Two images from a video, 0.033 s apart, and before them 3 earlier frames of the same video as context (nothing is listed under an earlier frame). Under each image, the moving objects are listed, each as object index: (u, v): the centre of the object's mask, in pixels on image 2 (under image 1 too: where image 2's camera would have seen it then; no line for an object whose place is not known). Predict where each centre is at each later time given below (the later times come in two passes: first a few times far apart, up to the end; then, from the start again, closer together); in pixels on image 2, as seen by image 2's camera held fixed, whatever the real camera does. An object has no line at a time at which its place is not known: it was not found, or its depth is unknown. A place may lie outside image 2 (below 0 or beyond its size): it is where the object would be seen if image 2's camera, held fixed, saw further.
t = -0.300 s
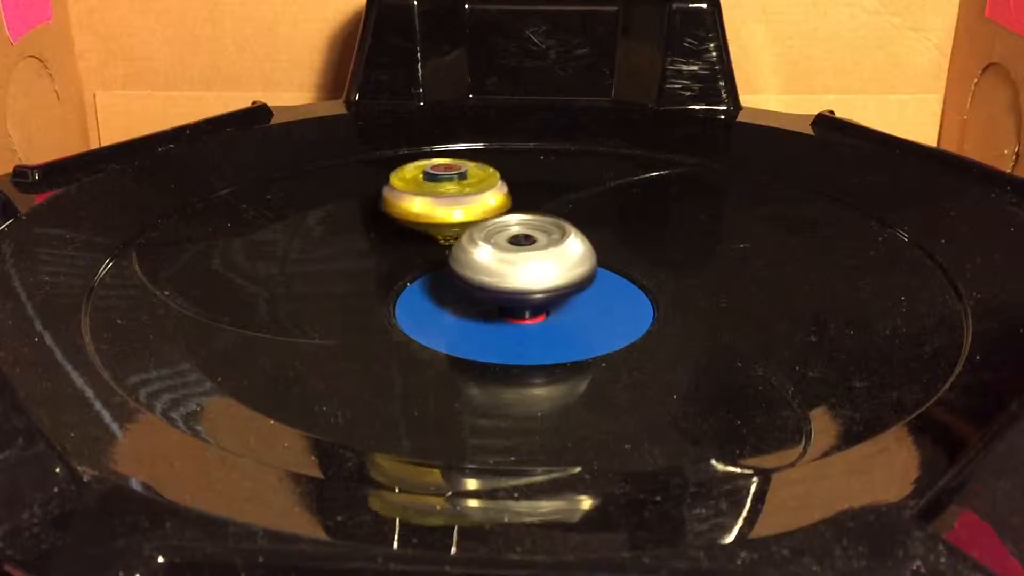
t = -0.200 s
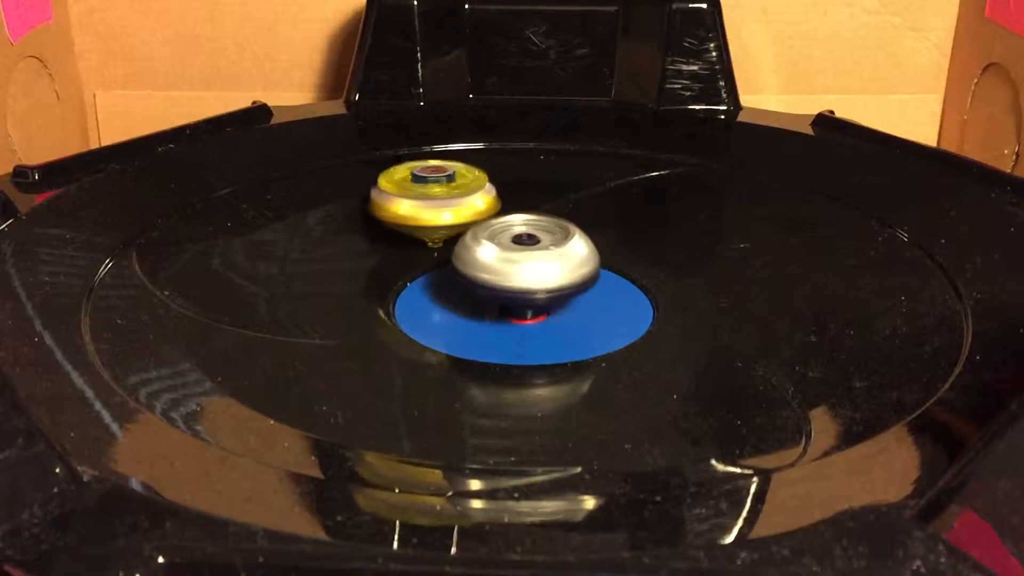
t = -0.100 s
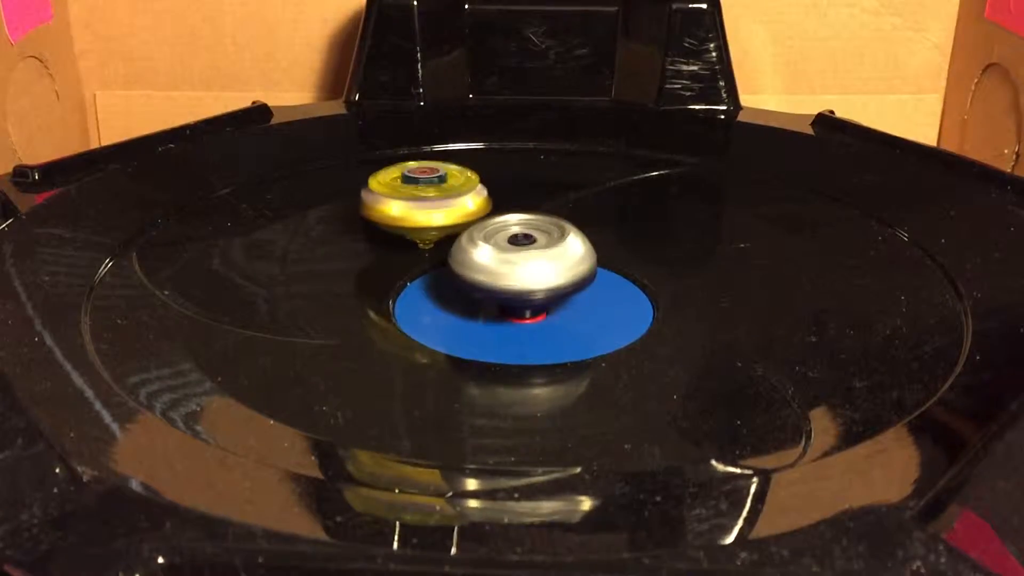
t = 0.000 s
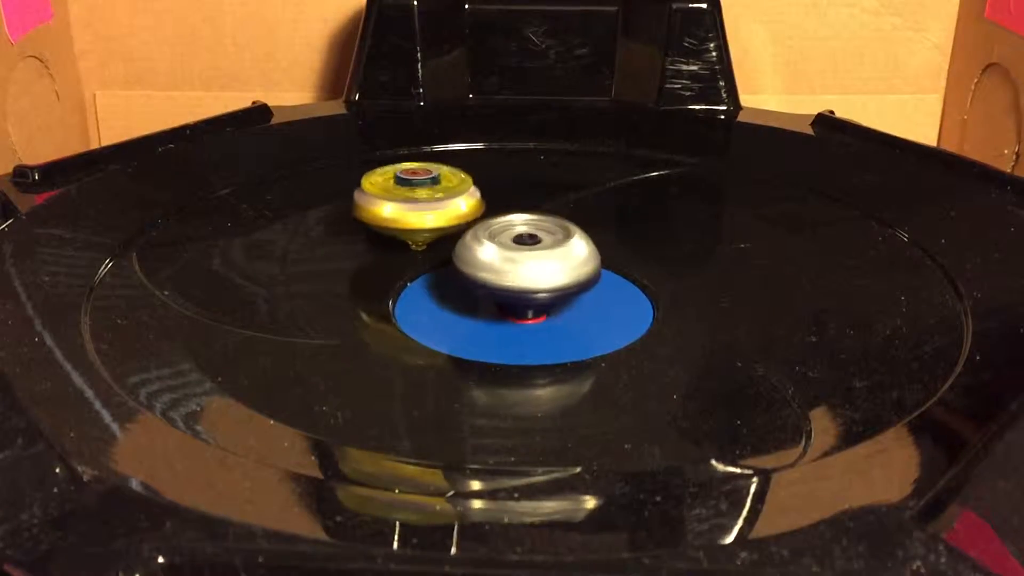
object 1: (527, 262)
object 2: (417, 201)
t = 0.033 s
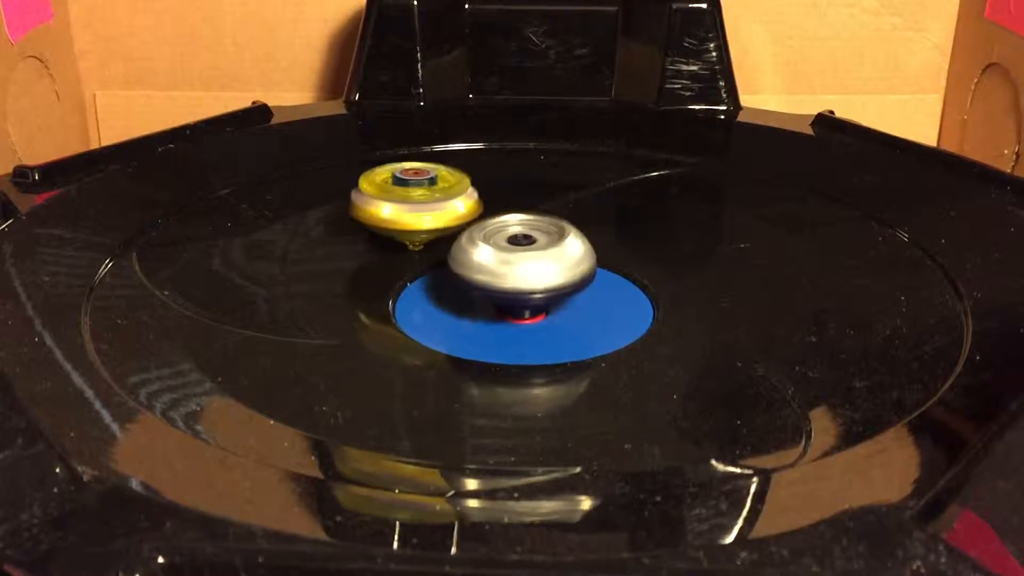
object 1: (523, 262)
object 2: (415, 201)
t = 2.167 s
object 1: (525, 261)
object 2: (369, 252)
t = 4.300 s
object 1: (531, 259)
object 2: (419, 304)
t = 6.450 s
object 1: (521, 247)
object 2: (556, 321)
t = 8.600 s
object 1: (518, 258)
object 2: (696, 234)
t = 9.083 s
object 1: (523, 261)
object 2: (770, 217)
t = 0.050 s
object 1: (525, 262)
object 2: (414, 202)
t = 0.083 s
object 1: (526, 262)
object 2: (412, 202)
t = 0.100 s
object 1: (524, 262)
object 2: (411, 202)
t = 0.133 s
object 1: (527, 262)
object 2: (410, 202)
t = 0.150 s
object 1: (525, 263)
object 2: (409, 202)
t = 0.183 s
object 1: (525, 261)
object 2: (408, 202)
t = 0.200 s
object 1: (526, 262)
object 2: (408, 203)
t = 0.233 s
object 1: (524, 262)
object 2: (407, 203)
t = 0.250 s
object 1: (524, 261)
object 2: (406, 203)
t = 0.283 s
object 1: (525, 263)
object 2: (405, 204)
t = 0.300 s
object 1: (524, 262)
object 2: (405, 204)
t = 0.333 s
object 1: (526, 262)
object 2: (404, 204)
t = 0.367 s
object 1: (523, 262)
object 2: (403, 204)
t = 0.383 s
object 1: (523, 261)
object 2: (403, 204)
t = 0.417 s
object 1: (527, 262)
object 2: (402, 205)
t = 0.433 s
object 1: (525, 262)
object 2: (402, 205)
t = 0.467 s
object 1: (526, 261)
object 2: (402, 205)
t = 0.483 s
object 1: (527, 262)
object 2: (402, 205)
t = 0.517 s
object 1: (524, 261)
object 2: (401, 206)
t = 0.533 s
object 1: (525, 261)
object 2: (401, 206)
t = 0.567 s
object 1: (526, 262)
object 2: (400, 207)
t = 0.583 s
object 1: (524, 261)
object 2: (400, 207)
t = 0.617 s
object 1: (527, 262)
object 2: (400, 208)
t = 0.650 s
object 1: (524, 262)
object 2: (399, 208)
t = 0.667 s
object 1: (525, 261)
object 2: (399, 209)
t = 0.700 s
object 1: (526, 262)
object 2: (399, 209)
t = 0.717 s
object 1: (523, 262)
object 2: (399, 209)
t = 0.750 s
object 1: (528, 261)
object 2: (398, 210)
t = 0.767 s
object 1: (527, 262)
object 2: (399, 211)
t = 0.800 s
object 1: (525, 261)
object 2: (398, 211)
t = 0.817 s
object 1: (528, 261)
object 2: (398, 212)
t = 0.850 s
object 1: (524, 262)
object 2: (398, 213)
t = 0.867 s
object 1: (525, 261)
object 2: (398, 213)
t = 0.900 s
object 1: (527, 262)
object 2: (397, 214)
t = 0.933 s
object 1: (524, 261)
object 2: (396, 216)
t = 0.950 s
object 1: (528, 261)
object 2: (396, 216)
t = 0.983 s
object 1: (524, 261)
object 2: (395, 217)
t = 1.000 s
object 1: (526, 261)
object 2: (395, 218)
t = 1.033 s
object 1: (526, 262)
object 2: (394, 220)
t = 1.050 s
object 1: (524, 262)
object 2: (393, 221)
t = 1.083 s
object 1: (527, 261)
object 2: (392, 222)
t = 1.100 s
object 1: (526, 262)
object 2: (392, 223)
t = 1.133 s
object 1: (525, 261)
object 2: (390, 225)
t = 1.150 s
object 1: (527, 261)
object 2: (390, 226)
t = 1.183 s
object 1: (524, 262)
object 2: (389, 227)
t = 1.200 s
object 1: (525, 261)
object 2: (388, 228)
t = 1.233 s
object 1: (526, 262)
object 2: (387, 230)
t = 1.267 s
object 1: (526, 261)
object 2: (381, 229)
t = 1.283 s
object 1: (528, 261)
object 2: (373, 230)
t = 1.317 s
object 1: (525, 262)
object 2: (360, 230)
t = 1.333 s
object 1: (524, 261)
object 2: (354, 231)
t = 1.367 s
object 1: (528, 262)
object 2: (346, 232)
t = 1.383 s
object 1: (525, 262)
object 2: (342, 233)
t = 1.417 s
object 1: (527, 261)
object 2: (337, 233)
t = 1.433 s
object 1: (527, 262)
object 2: (335, 234)
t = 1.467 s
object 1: (525, 261)
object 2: (332, 234)
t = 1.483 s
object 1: (527, 261)
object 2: (331, 234)
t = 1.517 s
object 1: (525, 262)
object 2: (329, 235)
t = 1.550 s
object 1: (526, 260)
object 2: (328, 235)
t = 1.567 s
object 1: (528, 262)
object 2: (327, 235)
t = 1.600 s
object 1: (524, 261)
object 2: (326, 235)
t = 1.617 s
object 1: (526, 260)
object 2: (325, 236)
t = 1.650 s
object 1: (526, 262)
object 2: (325, 236)
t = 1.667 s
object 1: (524, 261)
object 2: (325, 236)
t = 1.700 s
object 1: (527, 261)
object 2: (325, 236)
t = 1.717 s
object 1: (527, 262)
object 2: (325, 237)
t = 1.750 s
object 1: (524, 261)
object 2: (325, 236)
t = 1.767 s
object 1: (527, 261)
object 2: (326, 236)
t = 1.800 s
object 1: (525, 262)
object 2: (326, 236)
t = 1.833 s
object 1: (525, 261)
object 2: (327, 237)
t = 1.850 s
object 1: (527, 262)
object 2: (328, 238)
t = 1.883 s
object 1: (523, 261)
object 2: (330, 238)
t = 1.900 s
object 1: (525, 261)
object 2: (331, 239)
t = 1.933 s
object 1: (525, 262)
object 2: (333, 239)
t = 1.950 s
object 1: (524, 262)
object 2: (334, 240)
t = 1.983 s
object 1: (527, 262)
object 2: (336, 241)
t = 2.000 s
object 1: (526, 263)
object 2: (338, 242)
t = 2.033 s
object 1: (524, 261)
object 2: (342, 243)
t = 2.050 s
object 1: (527, 262)
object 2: (345, 244)
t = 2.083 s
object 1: (523, 262)
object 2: (350, 246)
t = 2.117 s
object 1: (527, 261)
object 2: (358, 248)
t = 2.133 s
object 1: (527, 262)
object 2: (361, 250)
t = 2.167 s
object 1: (525, 261)
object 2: (369, 252)
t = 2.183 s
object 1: (530, 262)
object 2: (359, 253)
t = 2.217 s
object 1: (524, 261)
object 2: (345, 254)
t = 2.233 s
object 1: (527, 260)
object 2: (342, 255)
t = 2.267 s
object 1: (525, 262)
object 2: (341, 257)
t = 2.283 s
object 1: (524, 261)
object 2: (341, 257)
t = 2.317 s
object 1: (528, 262)
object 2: (340, 258)
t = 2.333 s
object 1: (525, 263)
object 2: (340, 259)
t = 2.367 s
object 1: (525, 261)
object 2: (340, 259)
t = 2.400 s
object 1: (525, 263)
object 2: (340, 260)
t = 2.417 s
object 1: (523, 262)
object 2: (340, 261)
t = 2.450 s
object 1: (527, 262)
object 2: (341, 262)
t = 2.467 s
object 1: (526, 263)
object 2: (341, 262)
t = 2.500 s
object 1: (524, 261)
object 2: (341, 263)
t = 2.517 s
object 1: (526, 261)
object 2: (342, 263)
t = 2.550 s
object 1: (524, 262)
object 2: (342, 263)
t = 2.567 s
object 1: (524, 261)
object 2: (343, 264)
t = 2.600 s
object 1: (528, 262)
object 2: (344, 264)
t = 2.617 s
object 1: (525, 262)
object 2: (345, 265)
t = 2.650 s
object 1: (526, 261)
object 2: (346, 265)
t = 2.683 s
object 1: (526, 262)
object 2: (348, 266)
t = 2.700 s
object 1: (524, 261)
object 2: (349, 266)
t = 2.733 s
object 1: (528, 262)
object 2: (351, 267)
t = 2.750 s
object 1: (526, 262)
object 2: (351, 267)
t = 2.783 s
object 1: (525, 261)
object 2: (354, 268)
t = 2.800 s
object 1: (527, 261)
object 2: (354, 268)
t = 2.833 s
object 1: (524, 262)
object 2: (357, 269)
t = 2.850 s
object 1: (524, 261)
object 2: (358, 269)
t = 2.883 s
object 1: (527, 262)
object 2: (360, 270)
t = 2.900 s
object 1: (525, 262)
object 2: (361, 270)
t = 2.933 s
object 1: (525, 261)
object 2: (364, 271)
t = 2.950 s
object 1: (527, 262)
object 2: (367, 272)
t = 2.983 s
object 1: (524, 261)
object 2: (371, 272)
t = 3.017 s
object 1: (527, 262)
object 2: (376, 274)
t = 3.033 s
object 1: (527, 263)
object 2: (378, 274)
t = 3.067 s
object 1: (528, 261)
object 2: (375, 275)
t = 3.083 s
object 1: (529, 262)
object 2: (362, 278)
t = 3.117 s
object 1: (524, 261)
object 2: (345, 282)
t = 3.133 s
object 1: (527, 261)
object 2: (341, 283)
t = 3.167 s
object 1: (524, 262)
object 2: (334, 287)
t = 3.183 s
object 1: (524, 261)
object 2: (333, 287)
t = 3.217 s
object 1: (527, 262)
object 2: (332, 288)
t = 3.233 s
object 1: (524, 262)
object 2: (332, 288)
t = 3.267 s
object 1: (526, 261)
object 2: (331, 289)
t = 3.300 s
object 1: (526, 262)
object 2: (330, 290)
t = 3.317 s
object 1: (524, 262)
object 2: (331, 290)
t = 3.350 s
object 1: (526, 261)
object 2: (331, 290)
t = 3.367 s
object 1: (527, 262)
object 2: (331, 290)
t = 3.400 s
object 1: (524, 261)
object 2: (331, 291)
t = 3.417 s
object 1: (525, 260)
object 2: (331, 290)
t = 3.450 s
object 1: (526, 262)
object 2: (332, 290)
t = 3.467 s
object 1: (524, 262)
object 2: (333, 291)
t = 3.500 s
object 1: (527, 262)
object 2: (334, 290)
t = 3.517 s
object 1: (527, 262)
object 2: (335, 290)
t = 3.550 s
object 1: (524, 261)
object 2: (337, 290)
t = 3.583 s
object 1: (527, 262)
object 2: (341, 290)
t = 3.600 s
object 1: (525, 262)
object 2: (342, 290)
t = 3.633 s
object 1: (527, 261)
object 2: (346, 290)
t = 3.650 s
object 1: (528, 262)
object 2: (350, 290)
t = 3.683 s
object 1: (524, 262)
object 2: (356, 290)
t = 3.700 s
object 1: (525, 261)
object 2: (361, 289)
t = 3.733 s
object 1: (526, 262)
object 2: (372, 289)
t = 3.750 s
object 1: (524, 262)
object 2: (379, 289)
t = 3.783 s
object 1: (529, 261)
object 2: (394, 288)
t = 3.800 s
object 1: (530, 262)
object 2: (399, 288)
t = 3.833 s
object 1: (529, 262)
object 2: (394, 291)
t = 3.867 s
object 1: (527, 261)
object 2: (395, 291)
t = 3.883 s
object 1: (528, 261)
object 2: (397, 292)
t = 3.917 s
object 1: (530, 262)
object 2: (400, 292)
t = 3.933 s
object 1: (529, 262)
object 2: (401, 292)
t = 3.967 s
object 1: (529, 260)
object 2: (404, 293)
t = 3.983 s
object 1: (530, 261)
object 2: (405, 293)
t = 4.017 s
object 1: (530, 262)
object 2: (408, 294)
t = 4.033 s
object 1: (529, 260)
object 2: (409, 294)
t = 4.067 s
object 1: (532, 262)
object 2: (412, 295)
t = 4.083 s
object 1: (531, 261)
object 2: (414, 295)
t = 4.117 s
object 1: (532, 259)
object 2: (417, 295)
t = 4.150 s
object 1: (533, 261)
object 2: (417, 297)
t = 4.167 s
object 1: (532, 260)
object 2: (416, 299)
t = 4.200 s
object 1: (531, 259)
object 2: (416, 301)
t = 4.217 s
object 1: (532, 260)
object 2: (416, 302)
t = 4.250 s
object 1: (532, 260)
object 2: (417, 303)
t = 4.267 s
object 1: (531, 260)
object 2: (418, 303)
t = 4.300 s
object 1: (531, 259)
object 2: (419, 304)
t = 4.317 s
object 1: (532, 260)
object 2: (419, 304)
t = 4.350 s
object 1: (531, 260)
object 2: (421, 304)
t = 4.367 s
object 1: (530, 258)
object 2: (422, 303)
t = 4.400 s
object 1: (533, 260)
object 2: (423, 304)
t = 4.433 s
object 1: (531, 258)
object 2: (424, 304)
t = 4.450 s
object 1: (532, 259)
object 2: (424, 304)
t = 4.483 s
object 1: (532, 259)
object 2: (426, 304)
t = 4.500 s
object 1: (531, 258)
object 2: (426, 304)
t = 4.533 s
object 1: (534, 259)
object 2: (428, 304)
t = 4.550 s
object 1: (532, 259)
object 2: (428, 304)
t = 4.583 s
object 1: (533, 258)
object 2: (430, 304)
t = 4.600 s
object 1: (535, 259)
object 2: (431, 304)
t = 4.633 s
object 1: (532, 257)
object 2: (433, 304)
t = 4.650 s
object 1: (534, 257)
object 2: (434, 304)
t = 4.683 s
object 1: (535, 257)
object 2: (437, 304)
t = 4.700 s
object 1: (534, 255)
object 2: (440, 303)
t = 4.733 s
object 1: (538, 256)
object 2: (443, 304)
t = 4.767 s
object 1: (535, 255)
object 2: (445, 305)
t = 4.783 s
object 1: (535, 254)
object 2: (445, 305)
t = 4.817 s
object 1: (538, 255)
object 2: (446, 306)
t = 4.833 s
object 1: (535, 255)
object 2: (442, 309)
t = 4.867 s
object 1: (534, 256)
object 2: (438, 311)
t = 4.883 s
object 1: (534, 257)
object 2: (438, 311)
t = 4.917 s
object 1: (533, 256)
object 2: (438, 312)
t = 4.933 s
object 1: (532, 256)
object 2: (438, 312)
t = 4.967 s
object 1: (534, 257)
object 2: (440, 313)
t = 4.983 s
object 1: (534, 257)
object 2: (441, 313)
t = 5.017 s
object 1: (531, 255)
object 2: (441, 313)
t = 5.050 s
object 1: (535, 257)
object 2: (443, 313)
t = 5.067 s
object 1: (532, 256)
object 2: (444, 314)
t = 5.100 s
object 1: (534, 256)
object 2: (445, 314)
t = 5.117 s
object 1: (534, 257)
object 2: (445, 314)
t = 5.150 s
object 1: (532, 255)
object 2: (447, 314)
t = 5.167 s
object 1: (534, 255)
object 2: (448, 313)
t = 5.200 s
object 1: (531, 255)
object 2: (448, 313)
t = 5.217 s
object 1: (533, 254)
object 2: (450, 313)
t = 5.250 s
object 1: (536, 255)
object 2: (451, 313)
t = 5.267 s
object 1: (533, 254)
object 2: (453, 312)
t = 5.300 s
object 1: (536, 254)
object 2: (456, 312)
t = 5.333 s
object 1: (534, 251)
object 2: (461, 311)
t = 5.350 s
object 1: (536, 251)
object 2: (464, 309)
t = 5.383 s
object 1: (538, 251)
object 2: (469, 309)
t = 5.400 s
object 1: (536, 250)
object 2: (471, 310)
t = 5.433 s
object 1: (536, 248)
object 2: (474, 310)
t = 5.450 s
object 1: (537, 248)
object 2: (476, 310)
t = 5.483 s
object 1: (537, 248)
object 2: (478, 311)
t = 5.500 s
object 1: (537, 248)
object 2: (478, 311)
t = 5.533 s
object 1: (535, 247)
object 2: (482, 310)
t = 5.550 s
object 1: (535, 247)
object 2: (484, 311)
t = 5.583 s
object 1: (535, 247)
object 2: (488, 312)
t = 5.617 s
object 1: (534, 247)
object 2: (490, 312)
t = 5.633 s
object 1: (534, 246)
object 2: (492, 312)
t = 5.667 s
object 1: (534, 246)
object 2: (493, 312)
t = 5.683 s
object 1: (535, 246)
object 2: (491, 314)
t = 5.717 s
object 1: (531, 250)
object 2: (489, 324)
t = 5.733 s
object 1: (527, 250)
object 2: (491, 329)
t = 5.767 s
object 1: (529, 252)
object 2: (494, 334)
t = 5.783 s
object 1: (528, 253)
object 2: (496, 337)
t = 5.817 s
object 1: (526, 253)
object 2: (499, 340)
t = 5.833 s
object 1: (528, 254)
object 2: (500, 341)
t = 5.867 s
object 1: (524, 254)
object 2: (501, 344)
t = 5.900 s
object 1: (528, 255)
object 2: (500, 345)
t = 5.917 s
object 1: (527, 255)
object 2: (502, 346)
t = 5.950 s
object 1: (525, 255)
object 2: (502, 347)
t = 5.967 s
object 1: (527, 254)
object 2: (501, 346)
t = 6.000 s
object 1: (525, 256)
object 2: (504, 346)
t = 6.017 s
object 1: (524, 255)
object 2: (506, 346)
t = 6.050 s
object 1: (528, 255)
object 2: (508, 346)
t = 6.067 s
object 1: (528, 256)
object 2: (509, 346)
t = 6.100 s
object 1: (526, 254)
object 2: (510, 346)
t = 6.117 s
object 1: (528, 254)
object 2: (509, 345)
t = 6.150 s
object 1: (525, 254)
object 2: (512, 347)
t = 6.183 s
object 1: (528, 253)
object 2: (514, 343)
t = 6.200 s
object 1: (528, 253)
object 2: (516, 342)
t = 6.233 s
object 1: (525, 251)
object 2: (523, 341)
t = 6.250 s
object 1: (529, 250)
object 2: (525, 339)
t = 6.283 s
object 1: (525, 249)
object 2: (529, 330)
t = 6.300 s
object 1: (524, 248)
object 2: (533, 327)
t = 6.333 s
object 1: (526, 247)
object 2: (539, 322)
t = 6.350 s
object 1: (522, 246)
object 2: (542, 318)
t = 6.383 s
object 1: (524, 244)
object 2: (548, 317)
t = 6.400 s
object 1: (524, 246)
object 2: (552, 319)
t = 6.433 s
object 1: (518, 247)
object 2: (556, 320)
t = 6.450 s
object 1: (521, 247)
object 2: (556, 321)
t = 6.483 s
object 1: (517, 248)
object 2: (559, 320)
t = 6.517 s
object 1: (522, 247)
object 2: (562, 320)
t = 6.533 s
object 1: (519, 249)
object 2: (564, 321)
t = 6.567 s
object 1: (519, 248)
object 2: (565, 321)
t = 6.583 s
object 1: (520, 248)
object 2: (565, 320)
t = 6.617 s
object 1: (516, 249)
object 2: (569, 319)
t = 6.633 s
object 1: (518, 248)
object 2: (569, 319)
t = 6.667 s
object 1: (517, 249)
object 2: (571, 319)
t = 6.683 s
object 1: (515, 249)
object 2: (572, 318)
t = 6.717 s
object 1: (518, 248)
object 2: (574, 317)
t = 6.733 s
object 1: (517, 249)
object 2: (575, 317)
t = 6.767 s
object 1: (513, 249)
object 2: (578, 316)
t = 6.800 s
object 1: (516, 248)
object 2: (580, 315)
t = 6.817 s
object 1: (515, 250)
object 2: (582, 314)
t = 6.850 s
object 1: (515, 248)
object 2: (586, 312)
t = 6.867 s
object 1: (515, 248)
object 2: (587, 310)
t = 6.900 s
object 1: (517, 252)
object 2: (601, 317)
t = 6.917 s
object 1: (519, 254)
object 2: (609, 321)
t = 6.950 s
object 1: (520, 259)
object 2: (620, 324)
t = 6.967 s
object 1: (521, 259)
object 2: (626, 326)
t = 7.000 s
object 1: (525, 261)
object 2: (634, 328)
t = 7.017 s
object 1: (523, 262)
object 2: (639, 329)
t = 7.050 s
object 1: (525, 261)
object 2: (646, 330)
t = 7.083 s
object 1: (525, 262)
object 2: (650, 331)
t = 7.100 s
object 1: (524, 261)
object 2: (651, 331)
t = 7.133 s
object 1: (527, 261)
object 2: (655, 331)
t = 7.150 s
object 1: (526, 262)
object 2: (657, 331)
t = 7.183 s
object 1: (525, 261)
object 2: (659, 332)
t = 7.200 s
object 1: (527, 261)
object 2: (658, 332)
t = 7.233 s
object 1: (523, 262)
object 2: (659, 331)
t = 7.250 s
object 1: (524, 260)
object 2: (660, 331)
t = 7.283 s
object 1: (527, 262)
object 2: (662, 331)
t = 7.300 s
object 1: (525, 262)
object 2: (661, 330)
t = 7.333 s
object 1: (526, 260)
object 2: (661, 329)
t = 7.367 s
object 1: (525, 262)
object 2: (662, 327)
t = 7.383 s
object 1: (523, 261)
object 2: (662, 326)
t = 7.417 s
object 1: (527, 261)
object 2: (661, 322)
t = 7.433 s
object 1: (525, 261)
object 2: (661, 321)
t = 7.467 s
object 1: (525, 260)
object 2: (658, 316)
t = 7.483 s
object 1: (526, 260)
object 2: (656, 313)
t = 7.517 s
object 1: (521, 261)
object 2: (652, 307)
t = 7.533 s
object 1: (522, 260)
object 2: (651, 305)
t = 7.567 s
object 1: (522, 259)
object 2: (647, 298)
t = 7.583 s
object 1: (519, 260)
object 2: (644, 296)
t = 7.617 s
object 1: (521, 259)
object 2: (650, 292)
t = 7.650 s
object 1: (520, 260)
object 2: (655, 291)
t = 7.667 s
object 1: (521, 260)
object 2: (657, 289)
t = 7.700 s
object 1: (523, 261)
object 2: (660, 287)
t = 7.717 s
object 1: (522, 260)
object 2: (660, 286)
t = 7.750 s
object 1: (522, 259)
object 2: (663, 283)
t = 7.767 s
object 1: (524, 260)
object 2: (664, 282)
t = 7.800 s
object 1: (522, 260)
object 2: (682, 282)
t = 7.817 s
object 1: (526, 260)
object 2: (691, 282)
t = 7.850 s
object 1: (524, 262)
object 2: (705, 281)
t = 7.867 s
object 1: (524, 260)
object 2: (711, 280)
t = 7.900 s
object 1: (527, 262)
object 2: (722, 278)
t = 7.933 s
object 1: (525, 261)
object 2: (731, 276)
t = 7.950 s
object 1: (527, 261)
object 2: (734, 276)
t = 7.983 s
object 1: (525, 262)
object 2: (740, 276)
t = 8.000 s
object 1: (524, 261)
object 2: (742, 275)
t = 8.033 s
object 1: (528, 262)
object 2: (745, 273)
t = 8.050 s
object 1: (526, 262)
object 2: (747, 274)
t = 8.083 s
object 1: (526, 261)
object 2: (748, 273)
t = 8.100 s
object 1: (528, 262)
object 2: (748, 272)
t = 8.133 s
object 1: (524, 262)
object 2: (747, 272)
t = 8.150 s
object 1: (525, 261)
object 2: (748, 271)
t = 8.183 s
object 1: (527, 262)
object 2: (748, 271)
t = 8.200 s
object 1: (525, 262)
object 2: (748, 271)
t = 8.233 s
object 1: (527, 261)
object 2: (747, 270)
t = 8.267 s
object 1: (525, 263)
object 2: (746, 269)
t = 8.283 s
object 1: (523, 262)
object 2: (746, 269)
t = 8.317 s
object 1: (527, 261)
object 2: (743, 267)
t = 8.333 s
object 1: (526, 262)
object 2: (742, 267)
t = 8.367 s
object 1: (525, 261)
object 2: (739, 266)
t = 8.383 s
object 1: (528, 261)
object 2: (735, 264)
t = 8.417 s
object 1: (524, 262)
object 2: (726, 261)
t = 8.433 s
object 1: (525, 261)
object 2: (721, 260)
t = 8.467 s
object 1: (526, 263)
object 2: (713, 258)
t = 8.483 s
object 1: (524, 262)
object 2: (708, 257)
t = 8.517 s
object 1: (526, 261)
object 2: (697, 253)
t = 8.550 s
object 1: (525, 262)
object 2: (686, 250)
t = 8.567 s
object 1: (523, 261)
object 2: (679, 248)
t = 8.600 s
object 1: (518, 258)
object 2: (696, 234)
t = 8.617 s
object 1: (522, 260)
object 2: (730, 231)
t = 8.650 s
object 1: (526, 259)
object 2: (793, 240)
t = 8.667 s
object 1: (520, 259)
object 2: (829, 234)
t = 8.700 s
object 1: (528, 262)
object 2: (879, 226)
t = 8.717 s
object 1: (525, 262)
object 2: (899, 220)
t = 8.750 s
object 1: (527, 261)
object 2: (919, 206)
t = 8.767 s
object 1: (528, 263)
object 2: (914, 201)
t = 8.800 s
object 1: (525, 261)
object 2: (903, 212)
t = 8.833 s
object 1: (527, 262)
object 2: (887, 208)
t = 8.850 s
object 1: (524, 263)
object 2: (876, 208)
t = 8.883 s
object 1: (527, 262)
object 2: (858, 210)
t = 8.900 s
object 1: (527, 262)
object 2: (849, 212)
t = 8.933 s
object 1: (523, 262)
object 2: (831, 215)
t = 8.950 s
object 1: (525, 261)
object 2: (823, 217)
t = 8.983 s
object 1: (526, 262)
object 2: (808, 218)
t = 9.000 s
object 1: (524, 262)
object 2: (804, 217)
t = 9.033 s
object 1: (527, 262)
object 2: (789, 218)
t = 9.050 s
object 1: (527, 263)
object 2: (783, 218)
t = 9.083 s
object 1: (523, 261)
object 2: (770, 217)
